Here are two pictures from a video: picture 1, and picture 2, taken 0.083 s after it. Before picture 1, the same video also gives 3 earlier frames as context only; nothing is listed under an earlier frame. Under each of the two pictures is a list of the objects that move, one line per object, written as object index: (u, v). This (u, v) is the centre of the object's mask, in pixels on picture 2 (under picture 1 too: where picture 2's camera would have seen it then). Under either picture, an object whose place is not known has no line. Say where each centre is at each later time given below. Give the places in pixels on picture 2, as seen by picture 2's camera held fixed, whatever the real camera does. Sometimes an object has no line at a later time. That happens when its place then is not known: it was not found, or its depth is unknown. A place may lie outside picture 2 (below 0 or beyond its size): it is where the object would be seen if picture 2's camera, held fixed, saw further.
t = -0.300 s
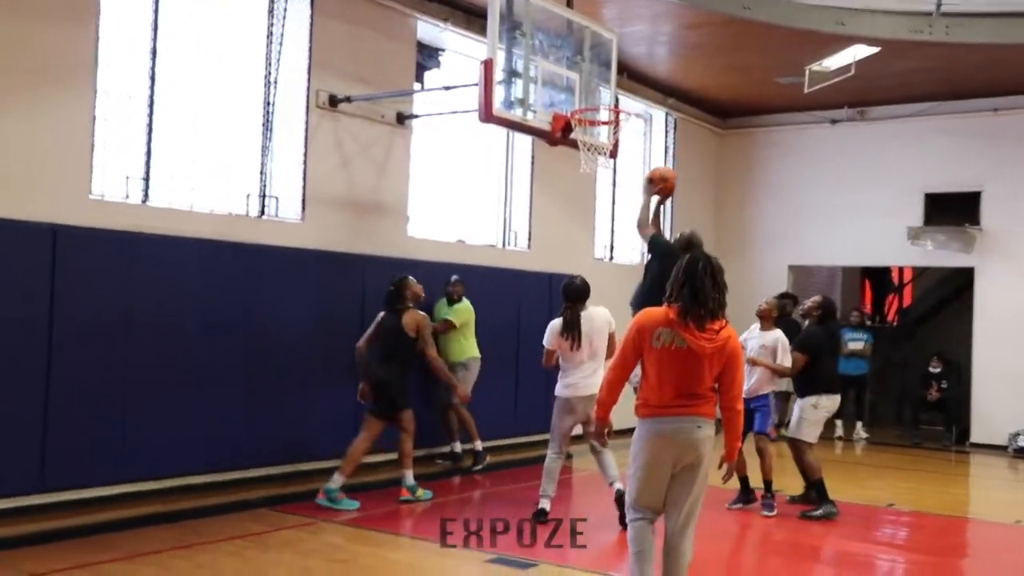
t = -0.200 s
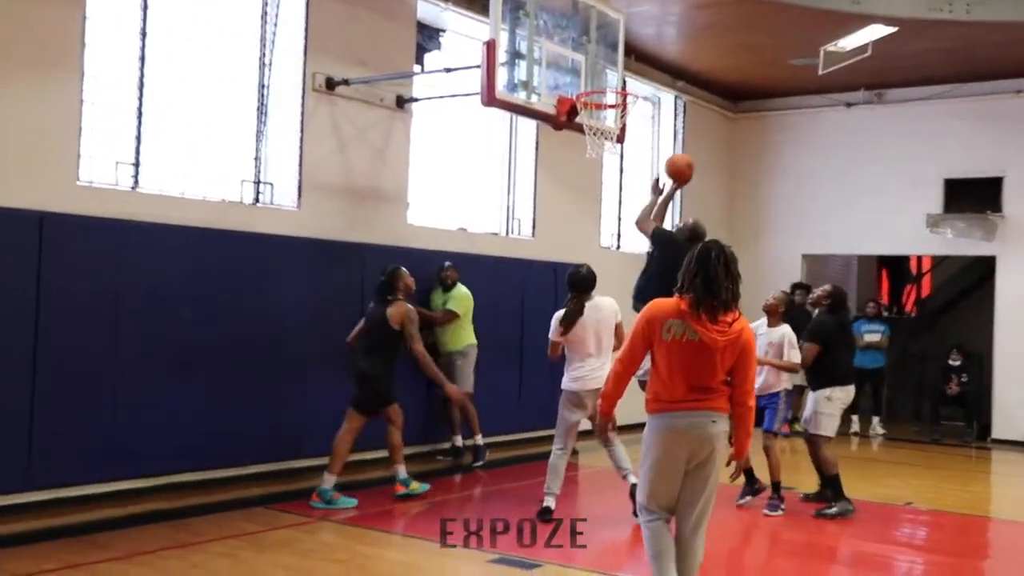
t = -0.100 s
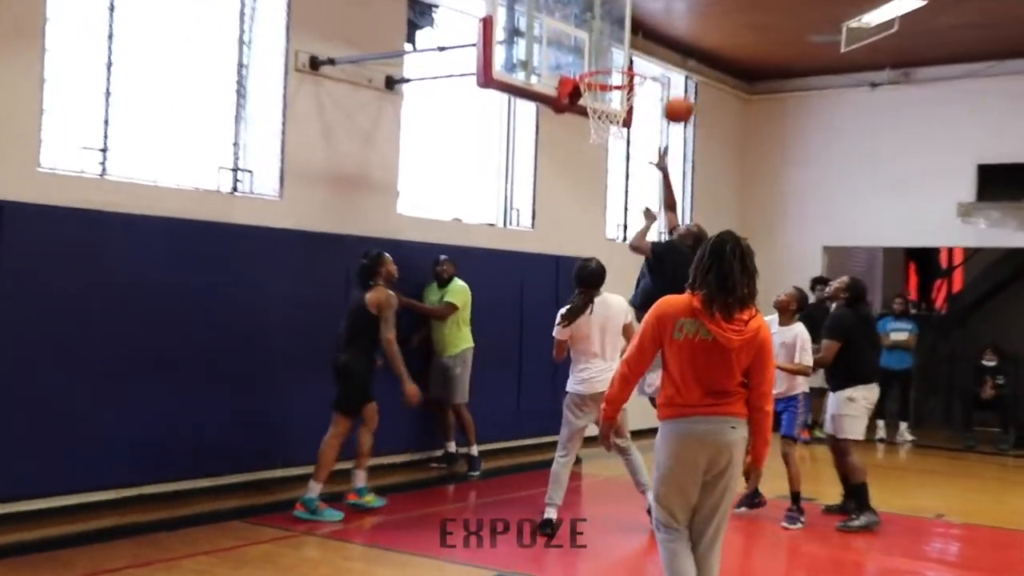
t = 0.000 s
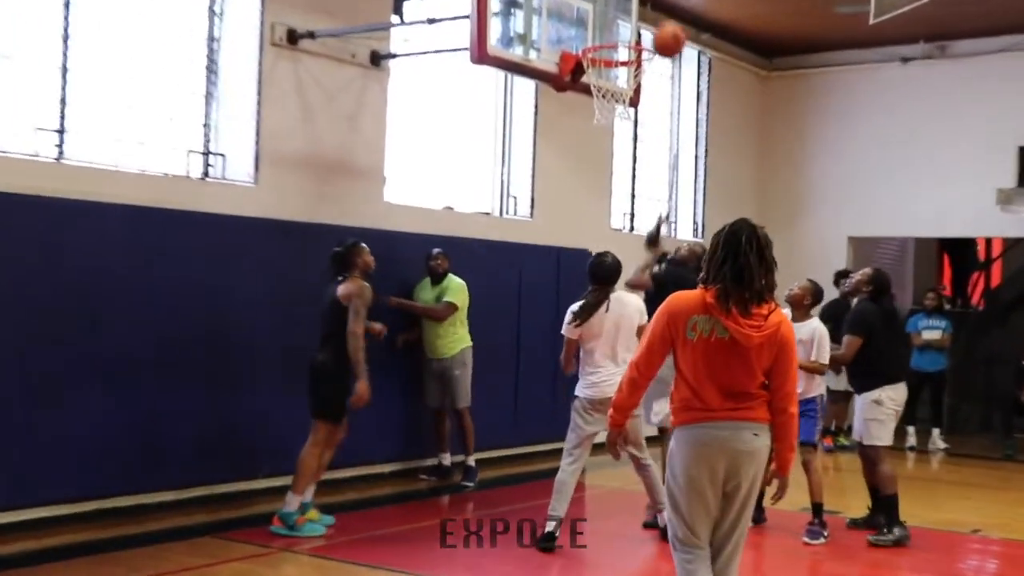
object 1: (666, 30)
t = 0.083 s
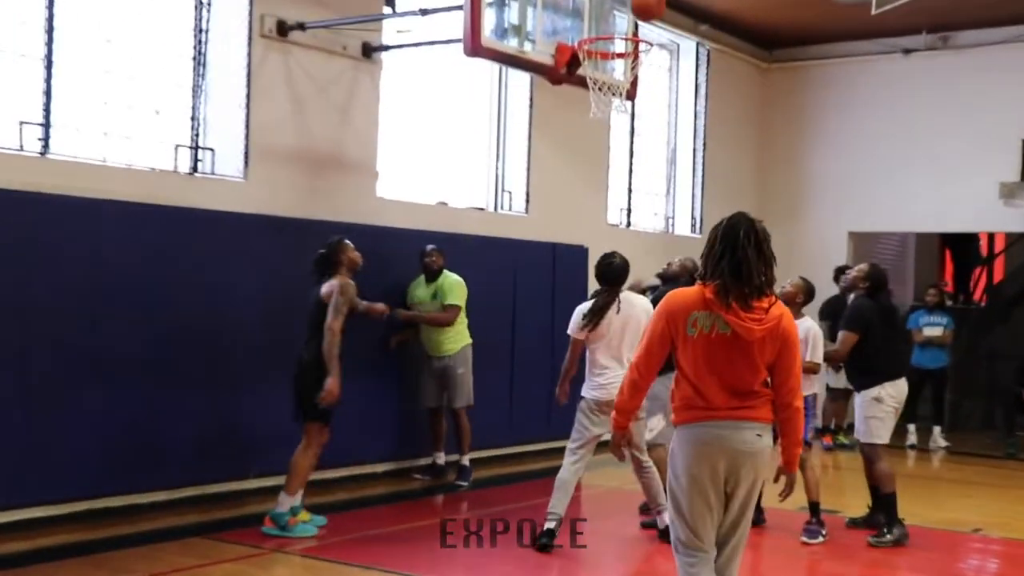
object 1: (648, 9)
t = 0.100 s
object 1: (645, 8)
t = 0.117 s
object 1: (640, 6)
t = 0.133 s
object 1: (634, 4)
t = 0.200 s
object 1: (618, -7)
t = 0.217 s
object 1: (614, -9)
